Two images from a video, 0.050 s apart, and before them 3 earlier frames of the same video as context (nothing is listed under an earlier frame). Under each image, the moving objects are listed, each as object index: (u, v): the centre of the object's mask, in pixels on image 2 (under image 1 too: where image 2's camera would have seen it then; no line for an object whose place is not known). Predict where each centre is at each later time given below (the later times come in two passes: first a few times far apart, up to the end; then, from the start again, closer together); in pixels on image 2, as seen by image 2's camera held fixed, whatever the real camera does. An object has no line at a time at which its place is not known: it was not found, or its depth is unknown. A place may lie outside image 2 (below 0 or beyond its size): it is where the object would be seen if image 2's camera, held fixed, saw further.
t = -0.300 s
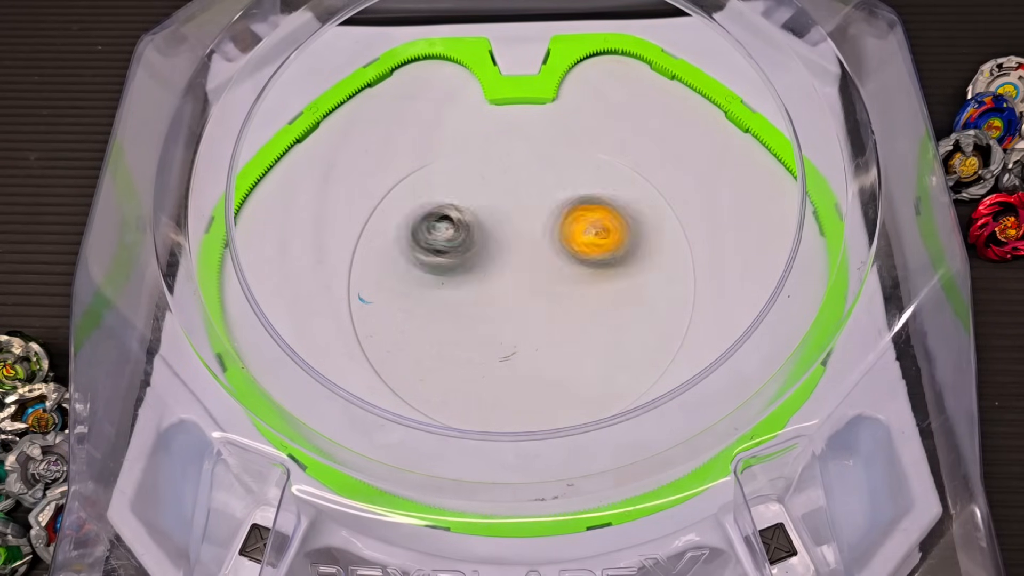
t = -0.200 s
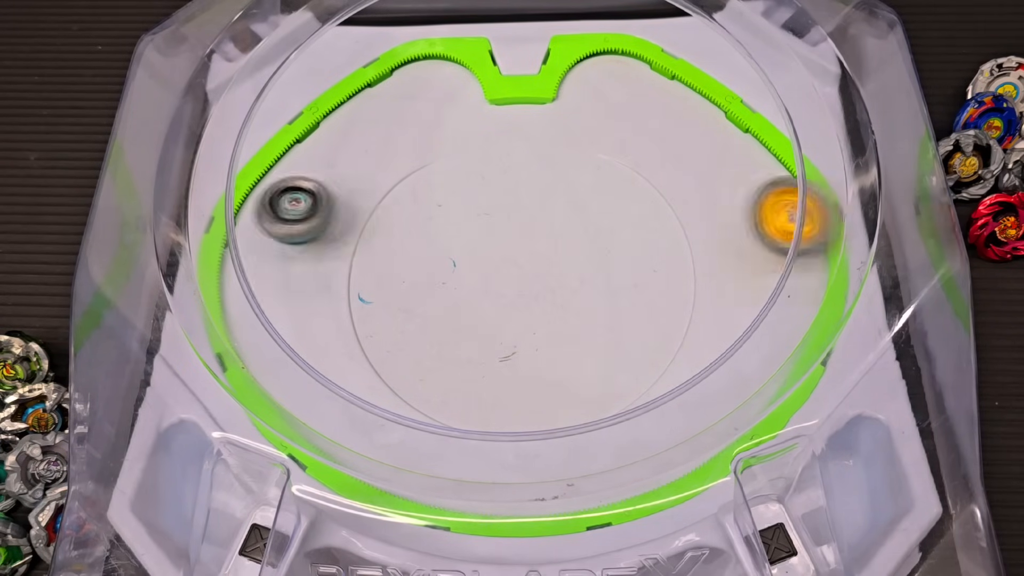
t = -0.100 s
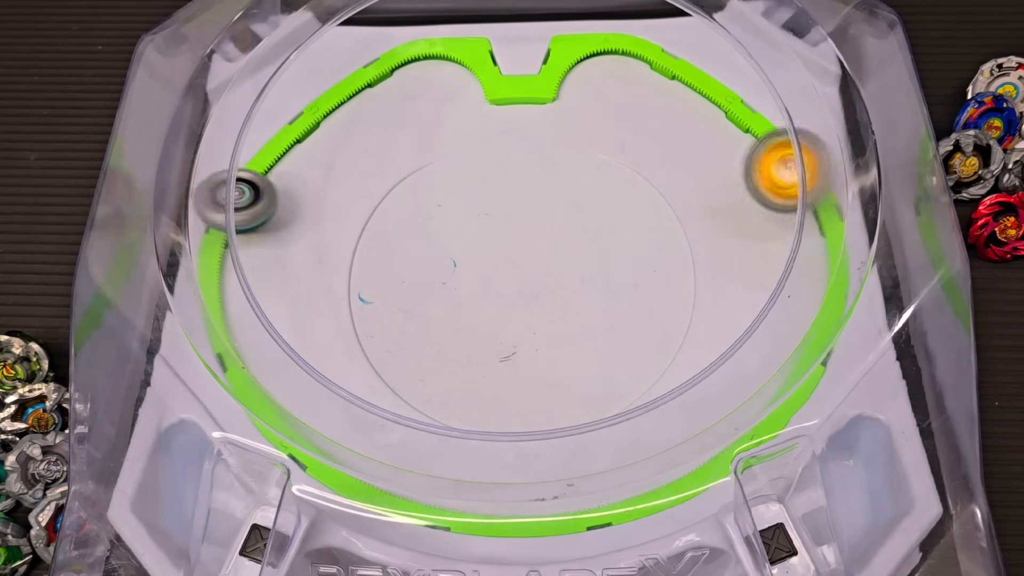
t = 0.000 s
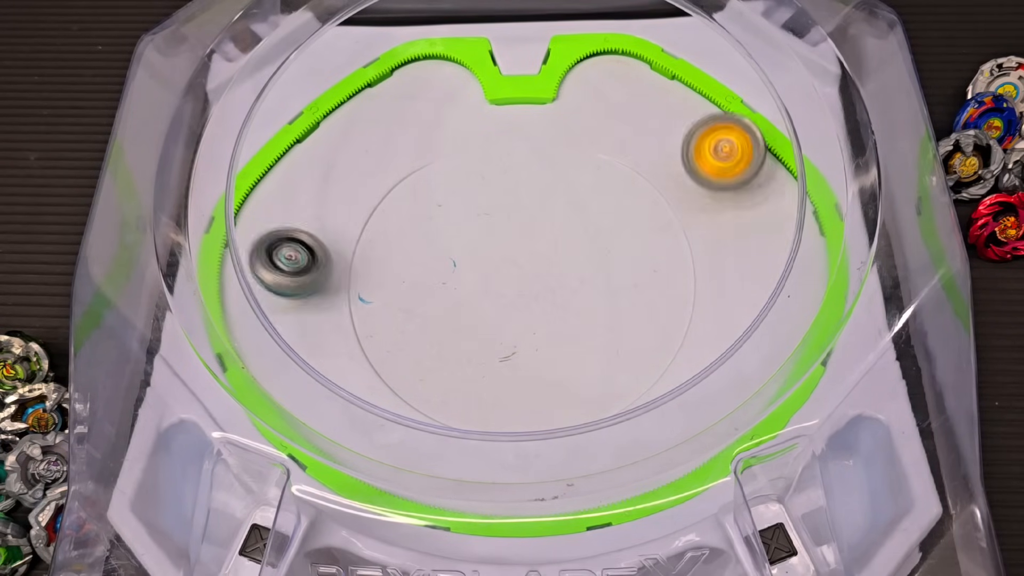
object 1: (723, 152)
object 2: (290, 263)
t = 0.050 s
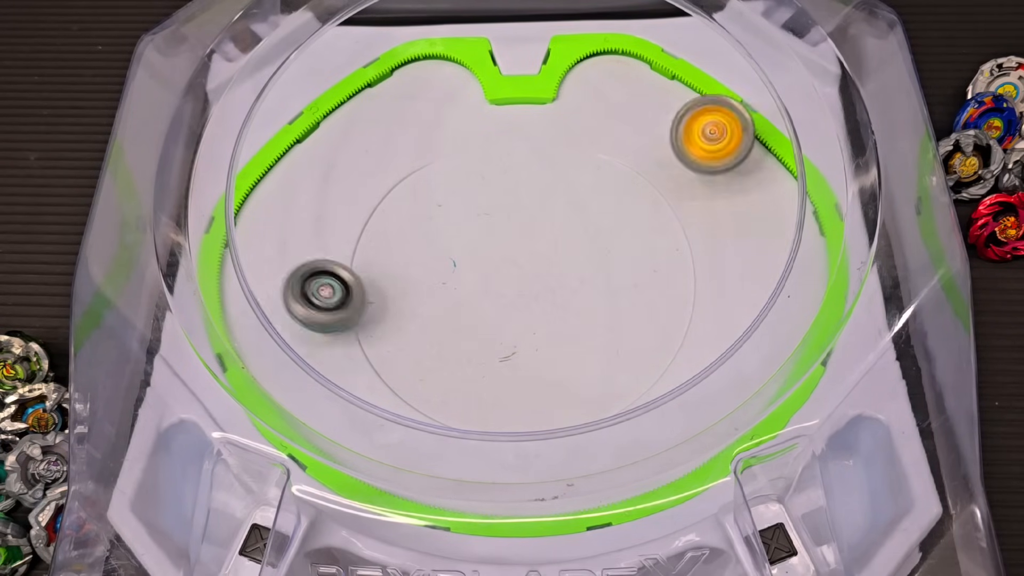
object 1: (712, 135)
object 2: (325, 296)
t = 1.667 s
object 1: (494, 309)
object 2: (596, 238)
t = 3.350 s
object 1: (542, 203)
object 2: (647, 233)
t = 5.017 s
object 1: (507, 312)
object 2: (508, 223)
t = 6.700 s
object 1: (601, 235)
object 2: (464, 246)
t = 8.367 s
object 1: (343, 156)
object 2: (665, 390)
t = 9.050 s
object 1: (456, 61)
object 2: (608, 260)
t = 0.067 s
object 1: (707, 135)
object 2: (332, 301)
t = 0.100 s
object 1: (696, 142)
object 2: (353, 317)
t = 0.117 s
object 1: (698, 138)
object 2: (361, 320)
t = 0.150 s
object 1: (706, 125)
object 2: (379, 330)
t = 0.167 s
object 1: (709, 123)
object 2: (385, 332)
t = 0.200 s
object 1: (714, 127)
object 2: (397, 337)
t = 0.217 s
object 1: (717, 129)
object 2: (402, 337)
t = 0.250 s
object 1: (727, 123)
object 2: (416, 336)
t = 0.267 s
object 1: (732, 124)
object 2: (422, 334)
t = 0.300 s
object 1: (737, 132)
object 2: (438, 330)
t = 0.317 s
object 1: (739, 131)
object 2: (446, 327)
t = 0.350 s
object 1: (740, 136)
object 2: (462, 320)
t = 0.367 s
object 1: (742, 137)
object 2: (469, 317)
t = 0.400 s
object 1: (747, 142)
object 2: (486, 310)
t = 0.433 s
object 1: (749, 148)
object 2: (501, 302)
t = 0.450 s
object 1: (750, 151)
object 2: (509, 299)
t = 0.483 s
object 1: (753, 159)
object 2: (523, 290)
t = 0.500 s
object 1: (754, 163)
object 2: (531, 287)
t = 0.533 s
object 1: (755, 171)
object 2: (545, 278)
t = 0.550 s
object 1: (756, 176)
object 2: (552, 273)
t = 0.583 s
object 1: (757, 185)
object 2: (564, 265)
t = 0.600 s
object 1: (757, 190)
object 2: (571, 260)
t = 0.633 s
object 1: (757, 199)
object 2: (584, 251)
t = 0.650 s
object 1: (757, 203)
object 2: (590, 246)
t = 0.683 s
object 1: (756, 213)
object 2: (601, 238)
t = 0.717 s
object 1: (755, 222)
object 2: (611, 229)
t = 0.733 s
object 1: (754, 227)
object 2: (616, 225)
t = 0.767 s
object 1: (752, 236)
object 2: (624, 217)
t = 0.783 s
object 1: (750, 241)
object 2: (627, 213)
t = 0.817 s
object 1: (747, 250)
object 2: (633, 206)
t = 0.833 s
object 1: (745, 255)
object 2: (636, 202)
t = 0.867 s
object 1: (741, 264)
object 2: (640, 195)
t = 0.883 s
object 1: (739, 268)
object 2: (643, 193)
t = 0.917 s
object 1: (734, 277)
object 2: (648, 189)
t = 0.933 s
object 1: (731, 281)
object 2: (649, 187)
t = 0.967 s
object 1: (724, 290)
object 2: (652, 184)
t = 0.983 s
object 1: (721, 294)
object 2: (653, 183)
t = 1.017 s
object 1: (714, 301)
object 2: (656, 181)
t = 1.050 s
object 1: (706, 309)
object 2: (656, 182)
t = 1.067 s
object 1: (702, 312)
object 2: (655, 183)
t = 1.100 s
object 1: (694, 319)
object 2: (654, 184)
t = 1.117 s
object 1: (689, 322)
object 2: (653, 185)
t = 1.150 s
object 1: (679, 327)
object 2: (652, 186)
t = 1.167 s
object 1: (674, 330)
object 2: (652, 187)
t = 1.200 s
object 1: (663, 334)
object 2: (650, 190)
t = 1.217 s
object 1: (658, 336)
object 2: (649, 191)
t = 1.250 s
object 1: (648, 333)
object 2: (646, 194)
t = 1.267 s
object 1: (644, 332)
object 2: (645, 196)
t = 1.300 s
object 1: (635, 329)
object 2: (640, 201)
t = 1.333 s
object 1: (626, 325)
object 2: (635, 205)
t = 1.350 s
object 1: (621, 324)
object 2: (633, 207)
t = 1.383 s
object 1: (610, 320)
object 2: (628, 212)
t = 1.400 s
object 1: (605, 318)
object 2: (626, 215)
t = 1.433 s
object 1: (594, 315)
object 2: (620, 220)
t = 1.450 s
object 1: (588, 313)
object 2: (617, 223)
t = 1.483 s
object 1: (577, 310)
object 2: (611, 230)
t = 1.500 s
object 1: (571, 308)
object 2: (607, 233)
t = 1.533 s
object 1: (558, 305)
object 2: (600, 239)
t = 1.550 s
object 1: (549, 307)
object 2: (599, 237)
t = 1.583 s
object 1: (530, 310)
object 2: (602, 232)
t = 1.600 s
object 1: (522, 311)
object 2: (602, 231)
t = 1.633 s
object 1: (507, 311)
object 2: (601, 234)
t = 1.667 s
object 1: (494, 309)
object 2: (596, 238)
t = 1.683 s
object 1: (488, 308)
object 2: (593, 240)
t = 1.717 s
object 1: (476, 307)
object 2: (585, 243)
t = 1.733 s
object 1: (471, 306)
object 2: (580, 245)
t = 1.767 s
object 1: (459, 304)
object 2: (574, 247)
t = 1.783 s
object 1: (454, 304)
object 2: (571, 248)
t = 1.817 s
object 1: (443, 302)
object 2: (563, 250)
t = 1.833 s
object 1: (438, 301)
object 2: (560, 251)
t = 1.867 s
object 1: (428, 299)
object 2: (552, 252)
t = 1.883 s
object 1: (423, 299)
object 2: (547, 253)
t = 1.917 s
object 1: (414, 297)
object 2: (539, 255)
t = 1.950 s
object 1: (407, 295)
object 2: (532, 256)
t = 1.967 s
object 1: (404, 294)
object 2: (528, 257)
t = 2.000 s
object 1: (400, 292)
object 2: (520, 259)
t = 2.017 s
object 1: (397, 291)
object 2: (517, 259)
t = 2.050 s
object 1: (393, 289)
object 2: (509, 261)
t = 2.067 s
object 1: (391, 289)
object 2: (506, 261)
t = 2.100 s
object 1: (388, 287)
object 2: (499, 262)
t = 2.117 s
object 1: (388, 286)
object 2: (495, 263)
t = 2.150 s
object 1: (387, 284)
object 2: (489, 264)
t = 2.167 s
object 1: (388, 284)
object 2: (486, 265)
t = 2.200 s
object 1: (388, 283)
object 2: (481, 265)
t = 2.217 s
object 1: (389, 281)
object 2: (479, 265)
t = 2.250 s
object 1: (390, 280)
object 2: (474, 266)
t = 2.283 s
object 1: (381, 277)
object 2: (484, 264)
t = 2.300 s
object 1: (378, 275)
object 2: (488, 263)
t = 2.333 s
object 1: (377, 271)
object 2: (494, 263)
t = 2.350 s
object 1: (378, 270)
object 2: (496, 264)
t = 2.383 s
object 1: (379, 268)
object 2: (498, 265)
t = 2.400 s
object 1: (380, 267)
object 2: (498, 265)
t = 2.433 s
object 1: (383, 264)
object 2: (498, 265)
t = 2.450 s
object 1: (385, 263)
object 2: (498, 265)
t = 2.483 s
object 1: (389, 262)
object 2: (496, 265)
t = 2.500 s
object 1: (392, 261)
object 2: (494, 265)
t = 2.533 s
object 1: (397, 258)
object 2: (492, 263)
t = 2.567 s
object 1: (404, 254)
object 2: (490, 262)
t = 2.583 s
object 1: (406, 251)
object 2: (492, 261)
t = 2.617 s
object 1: (392, 240)
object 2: (521, 264)
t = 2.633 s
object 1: (388, 235)
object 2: (533, 265)
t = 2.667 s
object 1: (387, 228)
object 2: (553, 265)
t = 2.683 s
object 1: (388, 226)
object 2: (562, 264)
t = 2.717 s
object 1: (390, 223)
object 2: (574, 261)
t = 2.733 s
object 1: (392, 222)
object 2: (580, 259)
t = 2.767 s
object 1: (395, 220)
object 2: (592, 255)
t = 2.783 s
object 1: (397, 219)
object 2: (597, 253)
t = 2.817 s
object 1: (402, 218)
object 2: (608, 249)
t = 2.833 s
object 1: (404, 217)
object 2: (613, 247)
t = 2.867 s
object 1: (410, 215)
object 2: (622, 244)
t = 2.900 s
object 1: (416, 213)
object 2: (630, 240)
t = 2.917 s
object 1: (420, 212)
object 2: (633, 238)
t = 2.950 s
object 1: (428, 210)
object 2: (640, 235)
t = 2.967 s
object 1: (431, 209)
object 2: (643, 234)
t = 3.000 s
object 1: (439, 208)
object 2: (648, 233)
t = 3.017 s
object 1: (444, 207)
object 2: (650, 232)
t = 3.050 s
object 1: (453, 206)
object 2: (654, 230)
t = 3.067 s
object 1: (458, 205)
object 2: (655, 229)
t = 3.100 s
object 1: (467, 204)
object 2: (657, 228)
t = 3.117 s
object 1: (472, 204)
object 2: (658, 228)
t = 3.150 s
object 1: (482, 204)
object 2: (659, 228)
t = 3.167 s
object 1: (487, 204)
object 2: (659, 228)
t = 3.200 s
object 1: (497, 204)
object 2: (658, 228)
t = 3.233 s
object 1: (507, 203)
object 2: (657, 228)
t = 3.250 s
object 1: (513, 203)
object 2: (656, 229)
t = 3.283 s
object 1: (523, 203)
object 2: (654, 230)
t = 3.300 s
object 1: (528, 203)
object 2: (652, 231)
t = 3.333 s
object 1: (537, 203)
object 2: (649, 232)
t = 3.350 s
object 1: (542, 203)
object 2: (647, 233)
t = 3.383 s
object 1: (551, 203)
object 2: (642, 235)
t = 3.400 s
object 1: (556, 202)
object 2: (639, 237)
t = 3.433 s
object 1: (565, 202)
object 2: (634, 239)
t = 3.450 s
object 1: (564, 198)
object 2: (636, 244)
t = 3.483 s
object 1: (564, 192)
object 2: (634, 254)
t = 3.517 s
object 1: (567, 187)
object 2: (630, 261)
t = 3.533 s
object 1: (568, 186)
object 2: (627, 263)
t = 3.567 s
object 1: (571, 186)
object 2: (622, 266)
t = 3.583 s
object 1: (572, 186)
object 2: (620, 268)
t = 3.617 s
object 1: (573, 187)
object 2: (613, 271)
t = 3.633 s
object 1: (573, 188)
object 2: (610, 273)
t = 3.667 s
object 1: (574, 190)
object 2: (602, 276)
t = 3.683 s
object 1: (574, 191)
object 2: (599, 277)
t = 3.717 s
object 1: (574, 193)
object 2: (590, 279)
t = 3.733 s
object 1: (574, 194)
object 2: (585, 280)
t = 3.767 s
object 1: (575, 198)
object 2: (576, 282)
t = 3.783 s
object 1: (575, 200)
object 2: (571, 283)
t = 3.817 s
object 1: (576, 204)
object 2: (561, 286)
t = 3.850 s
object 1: (576, 210)
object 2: (552, 287)
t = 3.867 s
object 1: (576, 213)
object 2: (546, 288)
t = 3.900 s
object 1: (576, 220)
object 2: (537, 288)
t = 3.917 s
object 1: (577, 223)
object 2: (531, 289)
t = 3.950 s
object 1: (577, 229)
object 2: (521, 289)
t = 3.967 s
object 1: (577, 233)
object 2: (516, 289)
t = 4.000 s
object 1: (578, 239)
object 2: (506, 289)
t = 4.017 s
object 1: (578, 242)
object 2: (501, 289)
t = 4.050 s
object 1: (579, 249)
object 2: (492, 288)
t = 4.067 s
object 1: (579, 253)
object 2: (488, 287)
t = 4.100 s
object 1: (580, 260)
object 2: (480, 285)
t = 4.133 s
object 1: (581, 266)
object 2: (471, 283)
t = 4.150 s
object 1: (581, 270)
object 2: (468, 282)
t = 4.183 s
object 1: (581, 277)
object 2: (460, 280)
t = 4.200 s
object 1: (582, 280)
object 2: (457, 279)
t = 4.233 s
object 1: (582, 286)
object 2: (451, 276)
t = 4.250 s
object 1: (582, 289)
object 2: (448, 274)
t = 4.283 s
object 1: (582, 294)
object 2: (443, 271)
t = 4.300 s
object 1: (582, 297)
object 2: (441, 269)
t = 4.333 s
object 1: (581, 302)
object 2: (437, 266)
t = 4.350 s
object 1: (581, 305)
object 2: (435, 264)
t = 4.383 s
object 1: (580, 309)
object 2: (431, 261)
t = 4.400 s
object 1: (580, 312)
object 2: (430, 259)
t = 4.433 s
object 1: (579, 315)
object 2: (428, 256)
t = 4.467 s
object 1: (577, 319)
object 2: (428, 252)
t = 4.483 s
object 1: (576, 320)
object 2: (427, 250)
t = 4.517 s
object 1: (575, 322)
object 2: (428, 247)
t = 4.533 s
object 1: (574, 323)
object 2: (429, 245)
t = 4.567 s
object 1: (571, 325)
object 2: (430, 242)
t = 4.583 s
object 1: (570, 326)
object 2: (432, 240)
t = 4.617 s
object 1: (567, 327)
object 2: (434, 237)
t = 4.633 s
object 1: (565, 328)
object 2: (436, 236)
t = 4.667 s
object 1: (562, 328)
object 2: (440, 234)
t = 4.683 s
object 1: (560, 328)
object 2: (442, 232)
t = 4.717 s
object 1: (557, 327)
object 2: (447, 230)
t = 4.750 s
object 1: (552, 326)
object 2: (452, 228)
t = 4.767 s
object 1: (550, 325)
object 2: (456, 227)
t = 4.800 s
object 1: (545, 324)
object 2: (461, 226)
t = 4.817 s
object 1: (542, 324)
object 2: (464, 225)
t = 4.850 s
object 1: (537, 323)
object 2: (471, 223)
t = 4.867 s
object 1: (534, 323)
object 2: (474, 223)
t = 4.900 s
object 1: (528, 321)
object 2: (482, 222)
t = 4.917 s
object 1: (525, 320)
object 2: (485, 222)
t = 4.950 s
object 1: (519, 317)
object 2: (493, 222)
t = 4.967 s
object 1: (516, 316)
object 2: (497, 222)
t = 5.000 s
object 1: (510, 313)
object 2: (504, 223)
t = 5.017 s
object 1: (507, 312)
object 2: (508, 223)
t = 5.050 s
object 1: (502, 309)
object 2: (516, 224)
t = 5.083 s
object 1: (495, 305)
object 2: (524, 225)
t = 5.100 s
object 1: (493, 303)
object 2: (528, 226)
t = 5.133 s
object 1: (487, 300)
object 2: (536, 228)
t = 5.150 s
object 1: (485, 298)
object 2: (540, 229)
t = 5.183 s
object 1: (480, 294)
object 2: (547, 232)
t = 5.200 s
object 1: (477, 292)
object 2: (551, 233)
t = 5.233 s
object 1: (473, 288)
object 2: (558, 235)
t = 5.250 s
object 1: (471, 285)
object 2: (561, 237)
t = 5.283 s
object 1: (467, 282)
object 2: (567, 239)
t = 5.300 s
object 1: (465, 280)
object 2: (571, 241)
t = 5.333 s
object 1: (461, 275)
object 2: (577, 244)
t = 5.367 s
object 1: (457, 272)
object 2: (583, 249)
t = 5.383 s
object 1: (456, 270)
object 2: (586, 250)
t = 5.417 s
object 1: (453, 266)
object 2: (591, 255)
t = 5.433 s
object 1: (452, 264)
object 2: (594, 257)
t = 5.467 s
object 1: (450, 261)
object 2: (598, 261)
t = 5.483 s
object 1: (449, 258)
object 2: (600, 263)
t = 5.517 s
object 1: (448, 255)
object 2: (603, 267)
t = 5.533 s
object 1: (448, 254)
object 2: (604, 269)
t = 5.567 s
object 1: (447, 250)
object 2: (607, 274)
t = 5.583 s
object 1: (447, 248)
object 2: (608, 276)
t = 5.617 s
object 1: (447, 245)
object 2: (610, 281)
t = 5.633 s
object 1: (447, 244)
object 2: (609, 283)
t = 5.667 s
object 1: (449, 241)
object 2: (609, 288)
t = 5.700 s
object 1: (450, 238)
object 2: (608, 292)
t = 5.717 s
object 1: (451, 237)
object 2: (607, 294)
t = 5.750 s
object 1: (454, 235)
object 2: (604, 297)
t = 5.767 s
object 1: (455, 234)
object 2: (603, 300)
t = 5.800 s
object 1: (458, 232)
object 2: (600, 303)
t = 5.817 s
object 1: (459, 232)
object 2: (598, 305)
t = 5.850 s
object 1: (463, 229)
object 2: (594, 308)
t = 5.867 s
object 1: (465, 229)
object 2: (591, 310)
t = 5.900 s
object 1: (469, 227)
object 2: (586, 313)
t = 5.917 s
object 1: (471, 227)
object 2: (583, 314)
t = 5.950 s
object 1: (475, 226)
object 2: (578, 316)
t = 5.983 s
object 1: (481, 225)
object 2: (571, 317)
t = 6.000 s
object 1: (484, 225)
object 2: (568, 319)
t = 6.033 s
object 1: (489, 224)
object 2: (562, 319)
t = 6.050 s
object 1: (492, 223)
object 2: (558, 320)
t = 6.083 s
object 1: (499, 223)
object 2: (551, 320)
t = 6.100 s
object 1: (502, 222)
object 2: (548, 320)
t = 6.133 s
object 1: (508, 222)
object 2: (541, 319)
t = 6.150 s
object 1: (511, 221)
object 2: (537, 318)
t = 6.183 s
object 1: (517, 221)
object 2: (530, 317)
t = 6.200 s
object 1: (520, 221)
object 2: (526, 316)
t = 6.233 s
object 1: (526, 221)
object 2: (519, 313)
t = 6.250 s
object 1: (530, 221)
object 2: (516, 312)
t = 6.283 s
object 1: (536, 222)
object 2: (509, 309)
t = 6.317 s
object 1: (543, 222)
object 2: (503, 305)
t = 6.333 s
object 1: (546, 221)
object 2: (499, 303)
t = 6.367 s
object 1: (553, 222)
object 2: (494, 299)
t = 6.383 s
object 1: (556, 223)
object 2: (491, 297)
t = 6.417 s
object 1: (562, 223)
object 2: (486, 292)
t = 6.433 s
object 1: (565, 224)
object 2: (483, 289)
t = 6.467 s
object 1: (571, 225)
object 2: (479, 285)
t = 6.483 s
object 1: (574, 225)
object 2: (476, 282)
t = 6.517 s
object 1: (579, 227)
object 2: (473, 277)
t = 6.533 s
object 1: (581, 227)
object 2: (471, 274)
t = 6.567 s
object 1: (586, 228)
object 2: (468, 268)
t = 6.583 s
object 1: (588, 229)
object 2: (467, 265)
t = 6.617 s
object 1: (593, 230)
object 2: (465, 260)
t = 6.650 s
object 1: (597, 232)
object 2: (464, 254)
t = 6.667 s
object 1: (599, 233)
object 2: (464, 251)
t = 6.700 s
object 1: (601, 235)
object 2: (464, 246)
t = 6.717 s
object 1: (602, 235)
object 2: (464, 243)
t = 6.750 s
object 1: (604, 237)
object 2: (465, 238)
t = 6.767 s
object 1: (605, 238)
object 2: (465, 235)
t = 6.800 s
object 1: (606, 240)
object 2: (467, 231)
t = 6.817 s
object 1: (606, 241)
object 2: (468, 228)
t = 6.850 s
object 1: (606, 243)
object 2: (470, 224)
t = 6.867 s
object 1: (607, 245)
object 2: (472, 222)
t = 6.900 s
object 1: (606, 247)
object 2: (475, 218)
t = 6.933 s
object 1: (606, 249)
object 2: (478, 214)
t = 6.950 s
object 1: (605, 251)
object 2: (481, 213)
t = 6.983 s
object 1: (604, 253)
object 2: (485, 210)
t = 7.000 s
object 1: (603, 255)
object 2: (487, 209)
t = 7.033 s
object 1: (601, 259)
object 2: (492, 207)
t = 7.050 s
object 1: (600, 260)
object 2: (495, 206)
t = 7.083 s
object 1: (597, 264)
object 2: (500, 205)
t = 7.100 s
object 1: (595, 265)
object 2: (502, 204)
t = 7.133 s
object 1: (591, 269)
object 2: (508, 204)
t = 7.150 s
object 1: (589, 271)
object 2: (510, 204)
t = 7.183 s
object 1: (584, 274)
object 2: (516, 205)
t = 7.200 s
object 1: (581, 276)
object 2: (519, 205)
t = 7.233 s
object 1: (576, 279)
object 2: (525, 206)
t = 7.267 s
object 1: (570, 283)
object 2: (530, 208)
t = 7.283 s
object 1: (567, 285)
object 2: (534, 209)
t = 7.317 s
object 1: (562, 288)
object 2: (539, 211)
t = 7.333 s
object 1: (559, 290)
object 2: (542, 213)
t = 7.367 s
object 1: (552, 293)
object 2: (546, 216)
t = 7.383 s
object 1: (549, 295)
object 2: (549, 218)
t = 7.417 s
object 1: (543, 298)
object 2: (554, 222)
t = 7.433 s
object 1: (540, 300)
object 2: (556, 224)
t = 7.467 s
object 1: (534, 303)
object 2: (560, 228)
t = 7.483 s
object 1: (531, 304)
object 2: (562, 231)
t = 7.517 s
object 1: (524, 307)
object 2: (566, 236)
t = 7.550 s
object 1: (519, 309)
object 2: (570, 241)
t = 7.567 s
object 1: (516, 310)
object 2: (572, 243)
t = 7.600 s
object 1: (510, 312)
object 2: (574, 249)
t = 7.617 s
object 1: (507, 313)
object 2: (576, 252)
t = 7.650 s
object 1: (502, 315)
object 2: (578, 258)
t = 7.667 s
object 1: (500, 316)
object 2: (579, 261)
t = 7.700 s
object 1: (495, 317)
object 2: (581, 267)
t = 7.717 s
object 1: (493, 317)
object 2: (582, 269)
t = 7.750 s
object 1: (489, 317)
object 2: (582, 275)
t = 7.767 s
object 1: (487, 317)
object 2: (582, 278)
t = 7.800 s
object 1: (483, 317)
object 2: (581, 283)
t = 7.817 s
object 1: (481, 317)
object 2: (581, 286)
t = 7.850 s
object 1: (478, 316)
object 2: (579, 291)
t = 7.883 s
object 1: (476, 315)
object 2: (578, 296)
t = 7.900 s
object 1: (475, 314)
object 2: (576, 298)
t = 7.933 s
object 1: (473, 312)
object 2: (574, 303)
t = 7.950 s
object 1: (472, 311)
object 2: (572, 305)
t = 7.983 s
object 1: (471, 308)
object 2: (569, 310)
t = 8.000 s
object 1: (470, 307)
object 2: (567, 312)
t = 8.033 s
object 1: (469, 304)
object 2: (562, 316)
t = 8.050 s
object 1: (469, 303)
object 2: (560, 317)
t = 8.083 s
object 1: (468, 300)
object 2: (555, 320)
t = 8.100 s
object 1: (468, 298)
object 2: (553, 321)
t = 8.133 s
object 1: (468, 294)
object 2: (548, 323)
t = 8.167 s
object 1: (431, 264)
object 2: (581, 343)
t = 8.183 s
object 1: (411, 247)
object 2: (603, 356)
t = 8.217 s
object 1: (382, 219)
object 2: (630, 371)
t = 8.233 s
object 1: (370, 208)
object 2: (638, 371)
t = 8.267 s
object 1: (360, 189)
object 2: (649, 373)
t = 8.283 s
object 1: (357, 183)
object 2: (658, 380)
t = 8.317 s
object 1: (352, 171)
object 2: (665, 387)
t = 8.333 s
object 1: (350, 167)
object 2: (664, 388)
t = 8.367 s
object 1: (343, 156)
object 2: (665, 390)
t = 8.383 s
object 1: (341, 151)
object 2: (665, 390)
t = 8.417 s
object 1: (335, 140)
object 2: (666, 391)
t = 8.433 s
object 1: (332, 134)
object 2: (665, 391)
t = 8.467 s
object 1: (327, 122)
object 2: (663, 389)
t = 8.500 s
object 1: (324, 110)
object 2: (664, 388)
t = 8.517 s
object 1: (326, 106)
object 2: (663, 388)
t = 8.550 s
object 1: (338, 111)
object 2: (661, 387)
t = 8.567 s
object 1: (341, 109)
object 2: (658, 385)
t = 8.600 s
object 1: (349, 113)
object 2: (655, 381)
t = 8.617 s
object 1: (350, 110)
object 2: (653, 379)
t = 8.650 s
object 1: (356, 110)
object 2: (647, 370)
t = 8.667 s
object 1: (358, 108)
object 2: (646, 369)
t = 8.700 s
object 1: (362, 105)
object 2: (644, 365)
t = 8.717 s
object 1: (364, 101)
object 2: (643, 364)
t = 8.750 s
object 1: (370, 95)
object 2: (640, 355)
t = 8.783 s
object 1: (378, 88)
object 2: (638, 345)
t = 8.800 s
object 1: (383, 86)
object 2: (637, 341)
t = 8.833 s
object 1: (394, 80)
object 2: (634, 331)
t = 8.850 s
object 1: (399, 77)
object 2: (632, 326)
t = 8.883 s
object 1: (410, 72)
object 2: (629, 315)
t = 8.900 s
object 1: (416, 70)
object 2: (627, 310)
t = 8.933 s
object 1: (426, 66)
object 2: (623, 299)
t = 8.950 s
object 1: (432, 64)
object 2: (621, 293)
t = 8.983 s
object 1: (443, 61)
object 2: (617, 282)
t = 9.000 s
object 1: (447, 59)
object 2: (614, 276)
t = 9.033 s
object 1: (456, 57)
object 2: (610, 265)
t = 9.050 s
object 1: (456, 61)
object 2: (608, 260)
